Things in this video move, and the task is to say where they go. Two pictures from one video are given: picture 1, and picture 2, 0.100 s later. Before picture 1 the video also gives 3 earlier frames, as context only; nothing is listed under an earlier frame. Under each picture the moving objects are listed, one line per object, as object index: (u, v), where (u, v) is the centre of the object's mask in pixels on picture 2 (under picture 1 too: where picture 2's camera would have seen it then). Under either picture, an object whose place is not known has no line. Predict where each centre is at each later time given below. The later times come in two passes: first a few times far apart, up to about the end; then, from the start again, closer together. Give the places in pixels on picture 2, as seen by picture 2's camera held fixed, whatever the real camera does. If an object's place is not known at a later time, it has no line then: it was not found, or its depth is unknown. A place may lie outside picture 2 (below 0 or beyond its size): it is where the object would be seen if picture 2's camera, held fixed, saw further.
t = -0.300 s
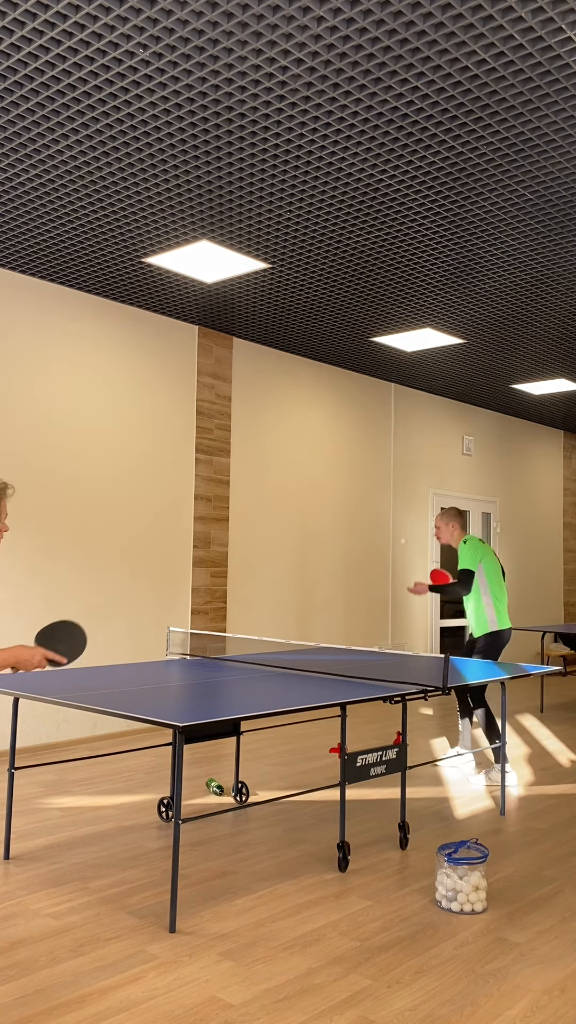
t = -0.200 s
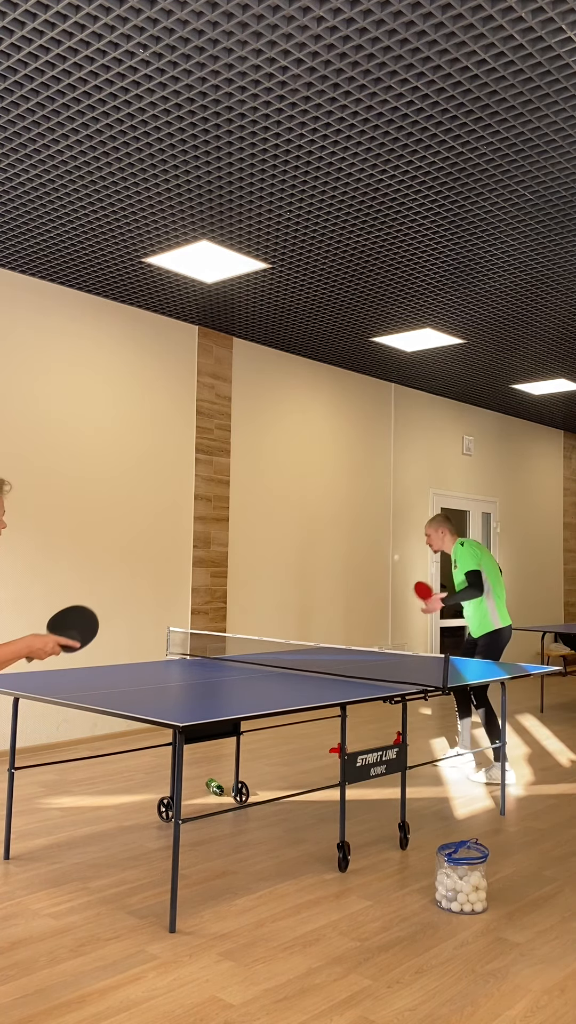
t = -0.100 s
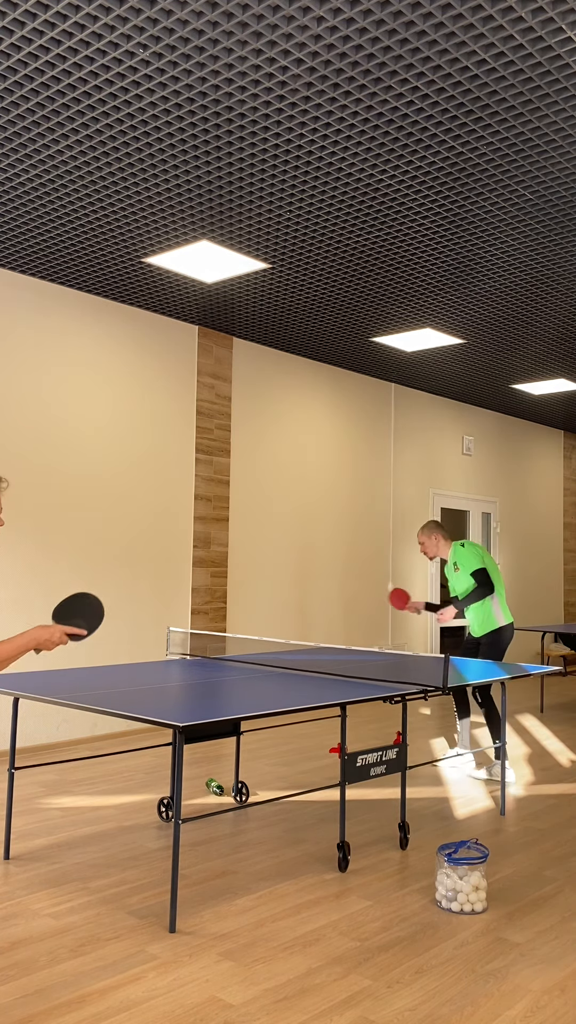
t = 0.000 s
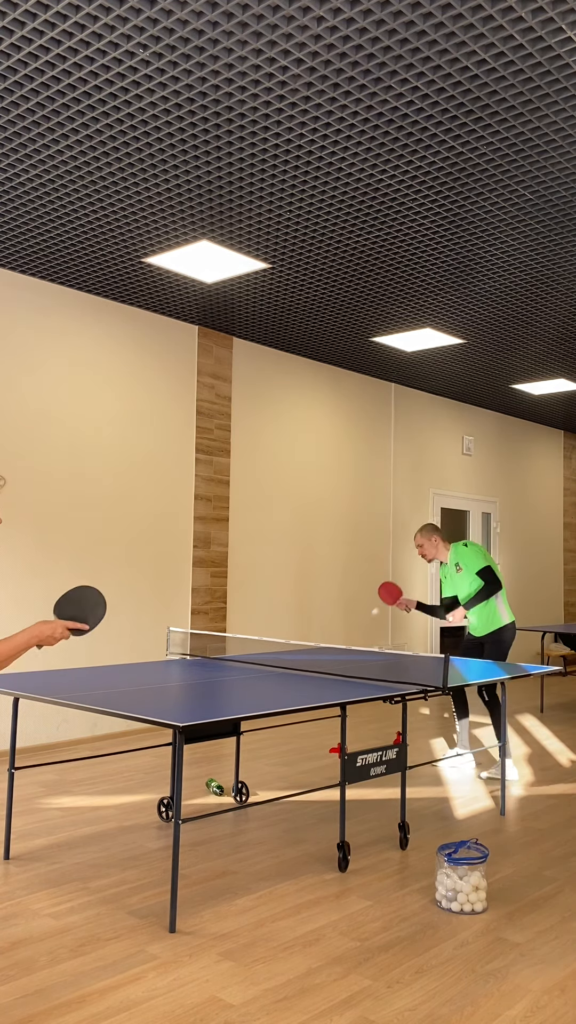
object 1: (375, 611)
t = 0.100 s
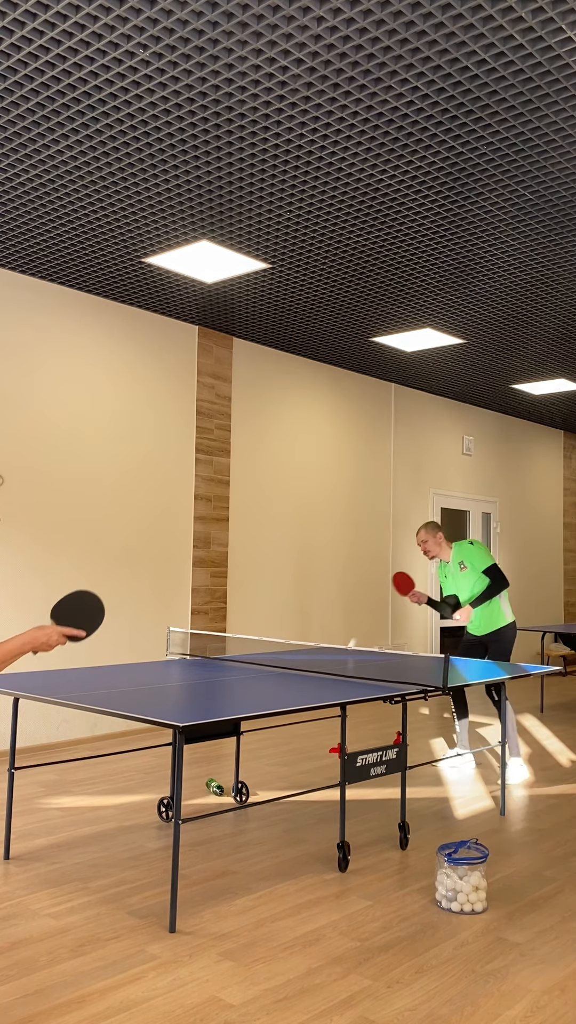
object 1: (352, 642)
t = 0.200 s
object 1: (330, 633)
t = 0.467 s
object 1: (266, 662)
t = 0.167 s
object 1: (337, 640)
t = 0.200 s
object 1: (330, 633)
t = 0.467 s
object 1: (266, 662)
